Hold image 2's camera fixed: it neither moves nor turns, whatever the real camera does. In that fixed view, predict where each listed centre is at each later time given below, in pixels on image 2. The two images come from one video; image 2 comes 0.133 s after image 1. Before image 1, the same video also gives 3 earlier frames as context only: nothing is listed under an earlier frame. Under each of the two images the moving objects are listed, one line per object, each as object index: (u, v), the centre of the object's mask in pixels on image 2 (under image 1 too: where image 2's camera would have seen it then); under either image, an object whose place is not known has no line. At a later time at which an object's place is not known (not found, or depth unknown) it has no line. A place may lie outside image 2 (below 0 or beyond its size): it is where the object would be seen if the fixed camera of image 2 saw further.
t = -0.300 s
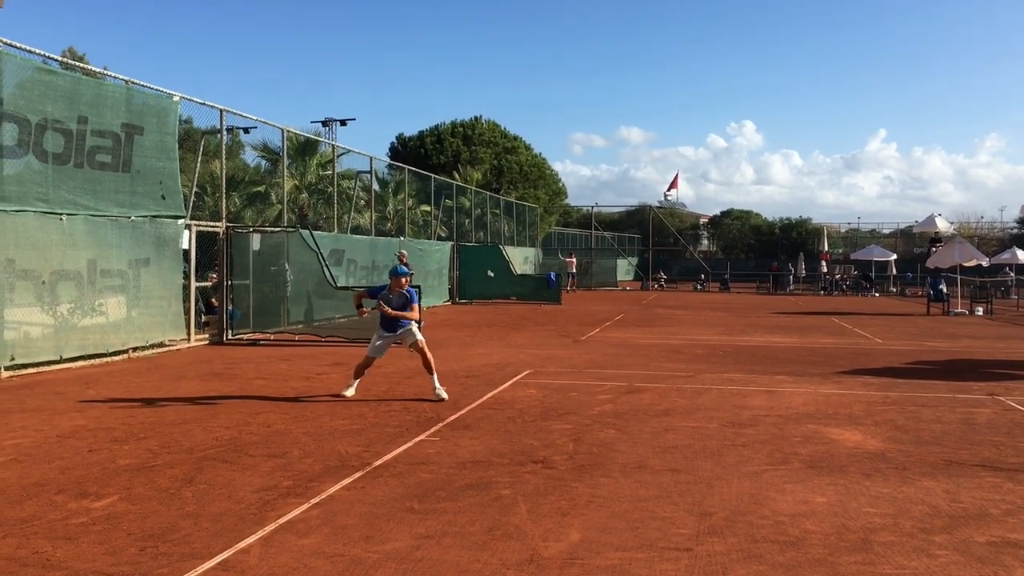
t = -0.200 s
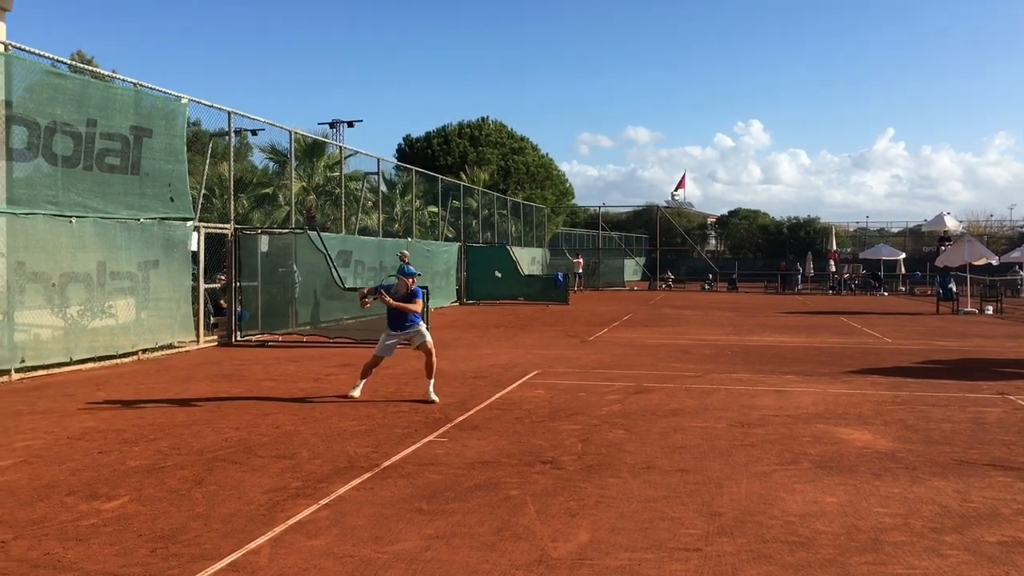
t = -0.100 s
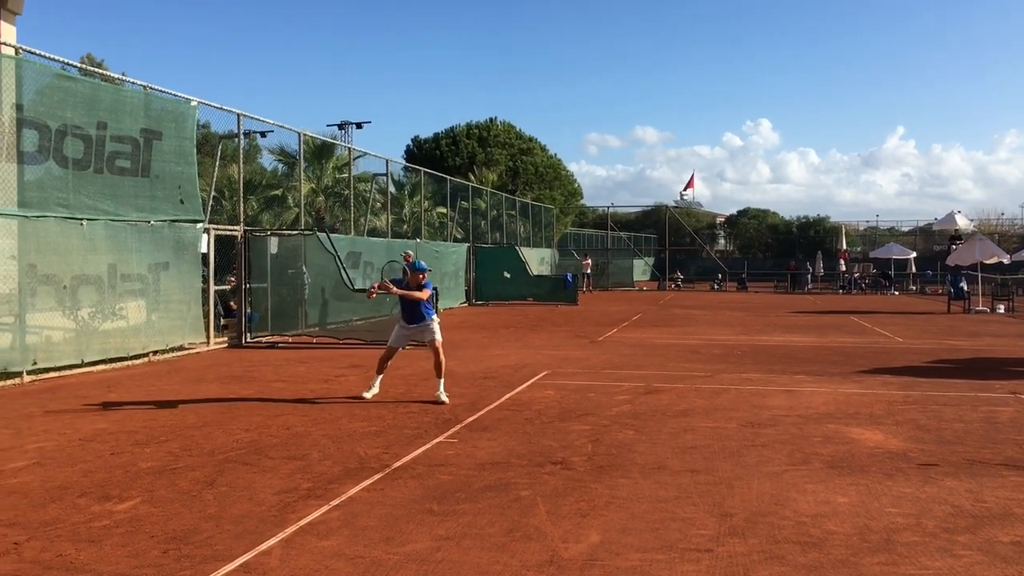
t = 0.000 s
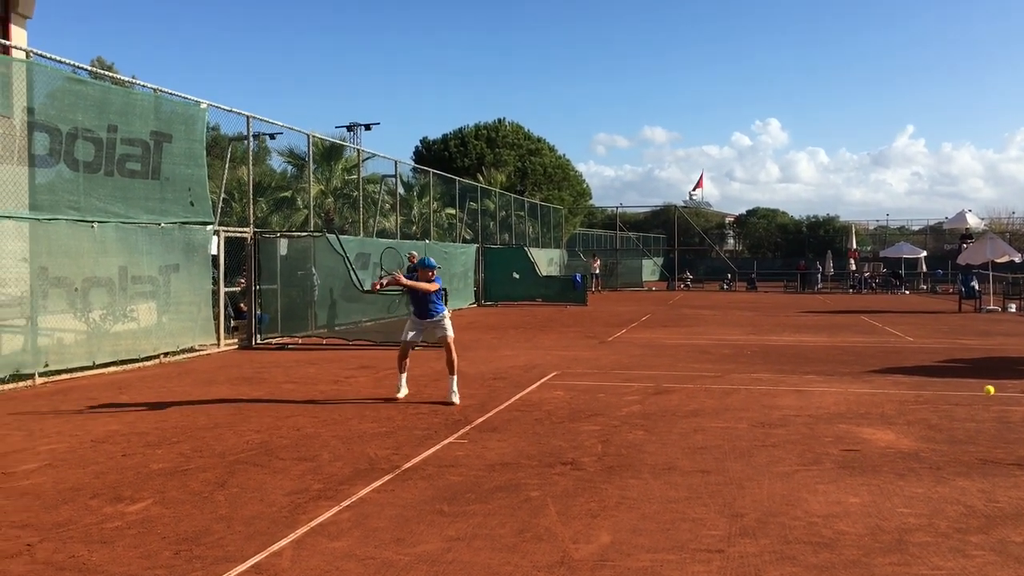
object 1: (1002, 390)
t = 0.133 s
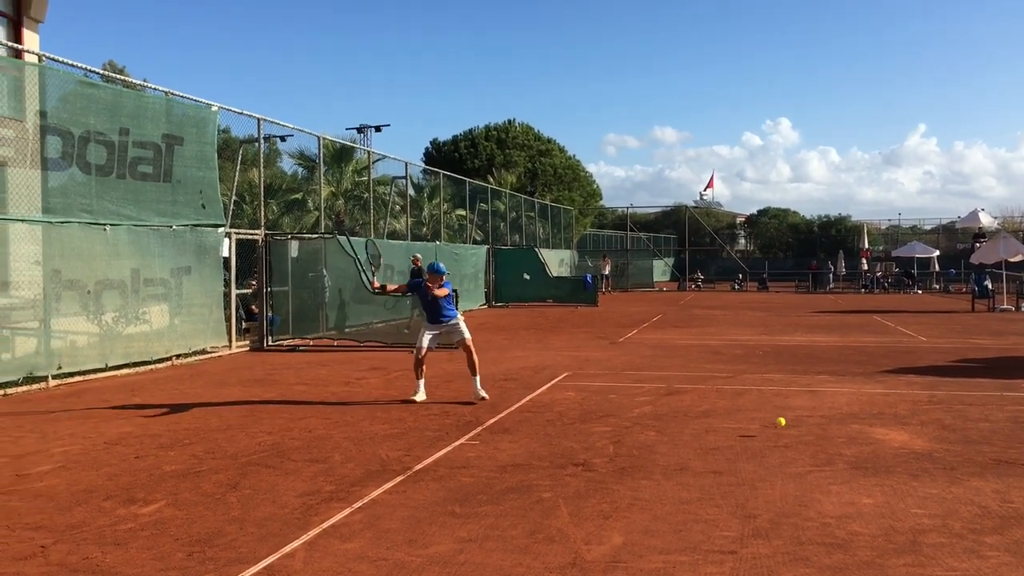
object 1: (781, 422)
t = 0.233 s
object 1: (687, 385)
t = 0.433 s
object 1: (522, 353)
